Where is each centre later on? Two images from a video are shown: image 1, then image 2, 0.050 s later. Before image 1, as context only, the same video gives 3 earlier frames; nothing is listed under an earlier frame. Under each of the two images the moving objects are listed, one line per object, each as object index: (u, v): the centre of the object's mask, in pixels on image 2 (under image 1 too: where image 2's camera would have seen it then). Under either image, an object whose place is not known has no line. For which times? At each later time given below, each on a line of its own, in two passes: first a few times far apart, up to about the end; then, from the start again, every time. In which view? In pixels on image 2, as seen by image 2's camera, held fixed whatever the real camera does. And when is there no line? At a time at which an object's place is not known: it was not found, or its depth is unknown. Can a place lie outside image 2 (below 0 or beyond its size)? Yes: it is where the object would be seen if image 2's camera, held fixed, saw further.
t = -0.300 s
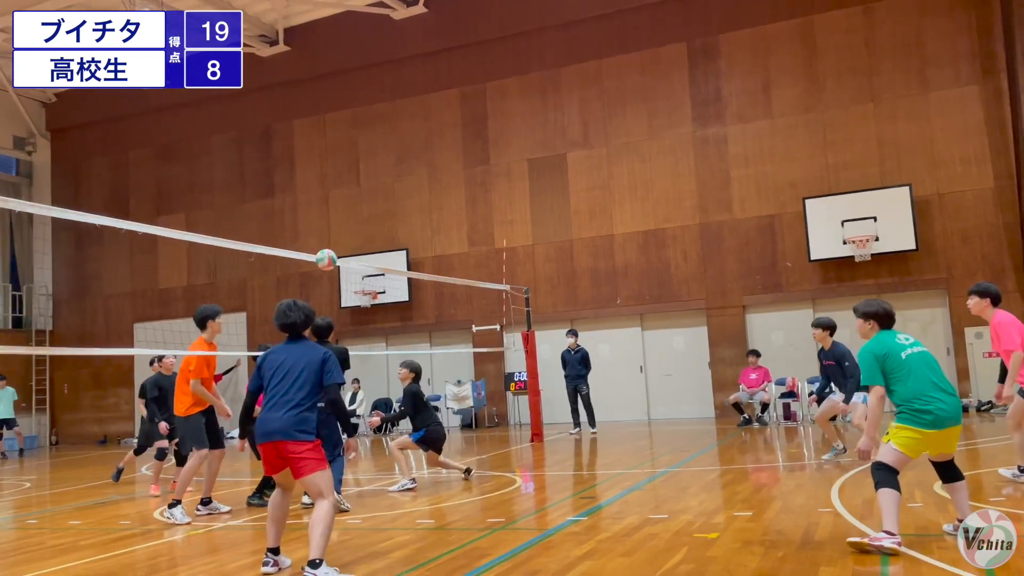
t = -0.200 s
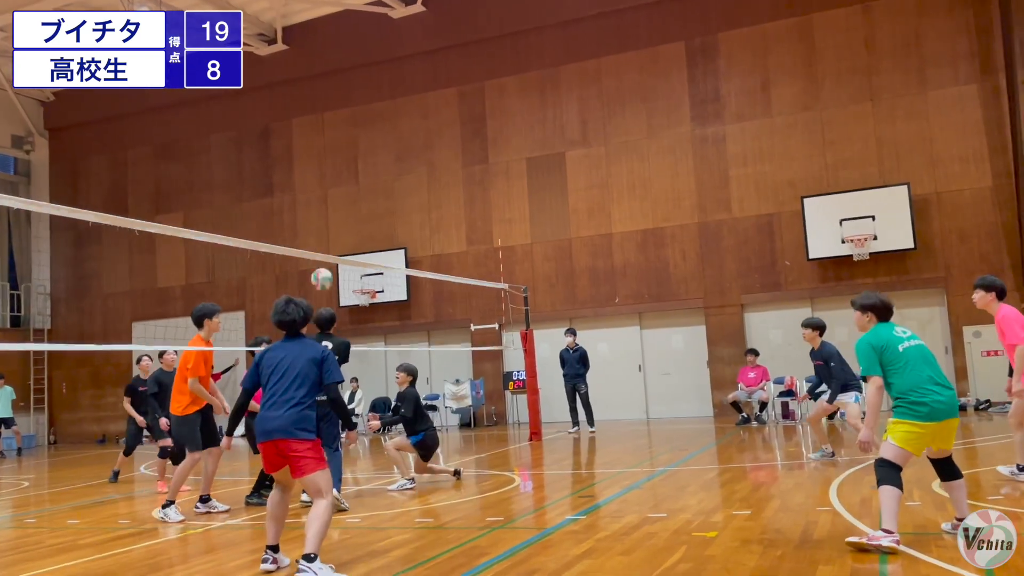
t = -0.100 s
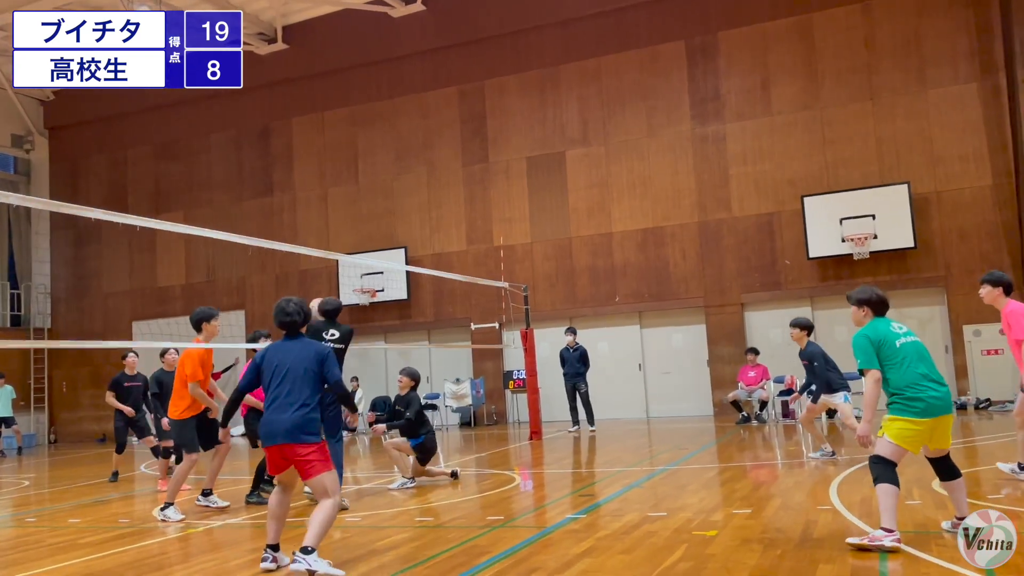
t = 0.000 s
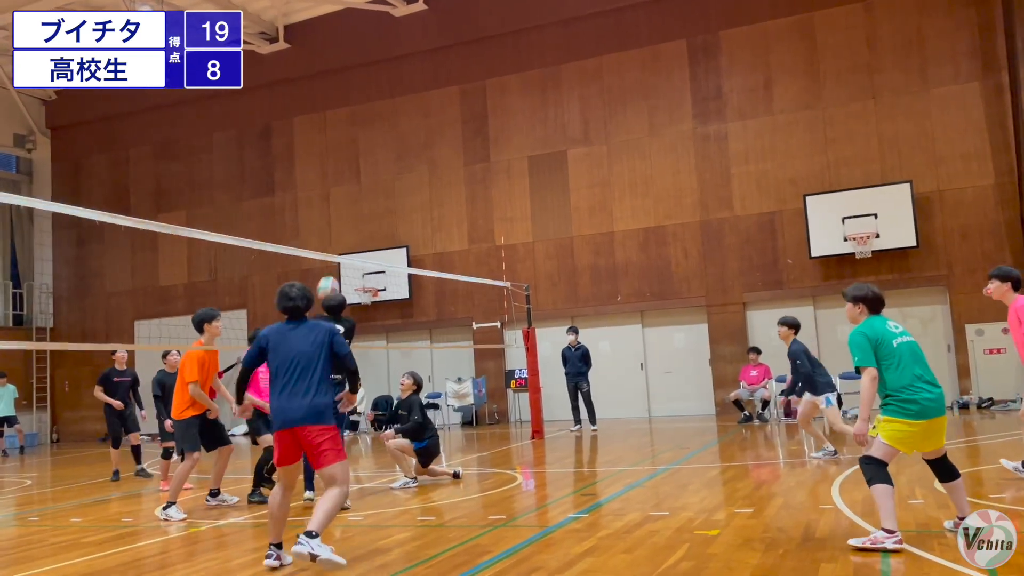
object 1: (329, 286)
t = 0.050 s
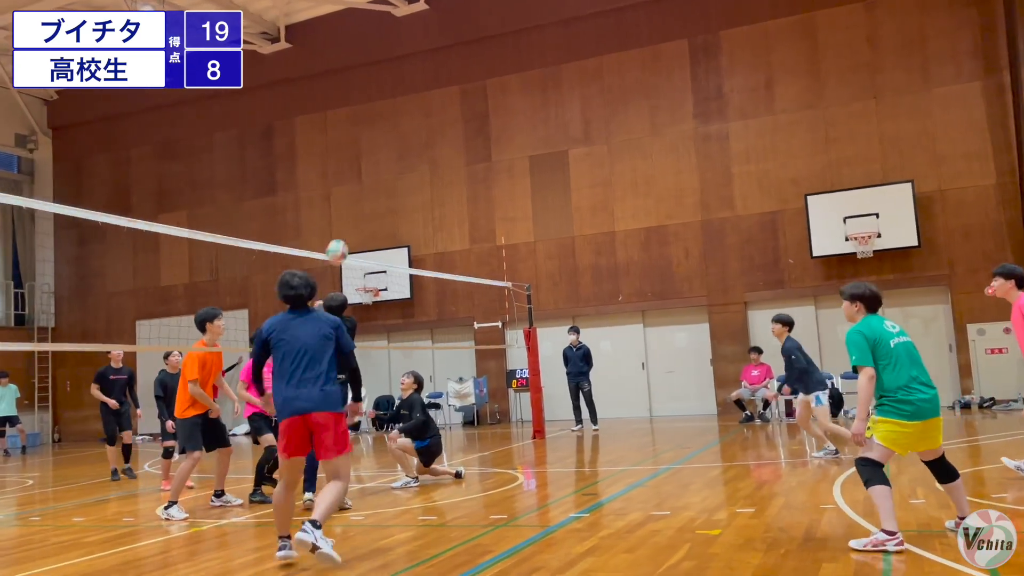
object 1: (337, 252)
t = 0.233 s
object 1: (363, 141)
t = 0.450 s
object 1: (395, 58)
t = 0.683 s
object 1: (431, 23)
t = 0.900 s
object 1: (467, 37)
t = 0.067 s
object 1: (339, 241)
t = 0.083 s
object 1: (341, 229)
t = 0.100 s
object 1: (344, 219)
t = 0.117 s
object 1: (346, 208)
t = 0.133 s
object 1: (348, 197)
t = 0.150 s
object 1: (351, 187)
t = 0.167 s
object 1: (353, 178)
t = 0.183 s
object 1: (356, 168)
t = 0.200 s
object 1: (358, 159)
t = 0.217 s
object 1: (361, 150)
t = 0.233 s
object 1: (363, 141)
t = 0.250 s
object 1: (365, 133)
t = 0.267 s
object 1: (368, 126)
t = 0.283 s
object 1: (370, 118)
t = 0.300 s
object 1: (373, 111)
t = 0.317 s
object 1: (375, 104)
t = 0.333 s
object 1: (378, 97)
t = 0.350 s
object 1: (380, 91)
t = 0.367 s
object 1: (383, 84)
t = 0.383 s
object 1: (385, 79)
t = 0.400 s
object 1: (387, 73)
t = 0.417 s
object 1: (390, 68)
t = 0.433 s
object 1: (392, 63)
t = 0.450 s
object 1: (395, 58)
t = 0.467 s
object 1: (397, 54)
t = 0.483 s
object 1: (400, 50)
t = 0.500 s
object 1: (402, 46)
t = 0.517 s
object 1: (405, 43)
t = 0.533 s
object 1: (408, 39)
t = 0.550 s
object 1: (410, 37)
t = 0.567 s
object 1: (413, 34)
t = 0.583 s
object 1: (415, 31)
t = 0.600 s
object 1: (418, 29)
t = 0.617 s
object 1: (420, 27)
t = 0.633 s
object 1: (423, 26)
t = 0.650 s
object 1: (426, 24)
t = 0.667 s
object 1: (429, 23)
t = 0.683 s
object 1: (431, 23)
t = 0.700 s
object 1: (434, 22)
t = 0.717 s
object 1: (437, 22)
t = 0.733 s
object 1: (440, 22)
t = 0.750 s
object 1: (443, 22)
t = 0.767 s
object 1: (445, 23)
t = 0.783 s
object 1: (448, 24)
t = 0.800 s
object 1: (451, 25)
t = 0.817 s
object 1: (453, 26)
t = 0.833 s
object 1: (456, 28)
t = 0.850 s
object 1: (459, 30)
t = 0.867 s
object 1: (462, 32)
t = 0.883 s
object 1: (465, 34)
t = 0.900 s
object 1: (467, 37)
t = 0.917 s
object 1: (470, 41)
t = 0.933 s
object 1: (473, 44)
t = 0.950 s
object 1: (476, 47)
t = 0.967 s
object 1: (479, 51)
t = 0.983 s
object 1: (481, 55)
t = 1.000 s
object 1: (484, 59)
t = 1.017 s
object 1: (487, 64)
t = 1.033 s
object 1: (490, 69)
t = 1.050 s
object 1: (492, 74)
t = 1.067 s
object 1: (495, 80)
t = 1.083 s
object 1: (498, 85)
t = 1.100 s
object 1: (501, 91)
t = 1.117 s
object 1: (504, 97)
